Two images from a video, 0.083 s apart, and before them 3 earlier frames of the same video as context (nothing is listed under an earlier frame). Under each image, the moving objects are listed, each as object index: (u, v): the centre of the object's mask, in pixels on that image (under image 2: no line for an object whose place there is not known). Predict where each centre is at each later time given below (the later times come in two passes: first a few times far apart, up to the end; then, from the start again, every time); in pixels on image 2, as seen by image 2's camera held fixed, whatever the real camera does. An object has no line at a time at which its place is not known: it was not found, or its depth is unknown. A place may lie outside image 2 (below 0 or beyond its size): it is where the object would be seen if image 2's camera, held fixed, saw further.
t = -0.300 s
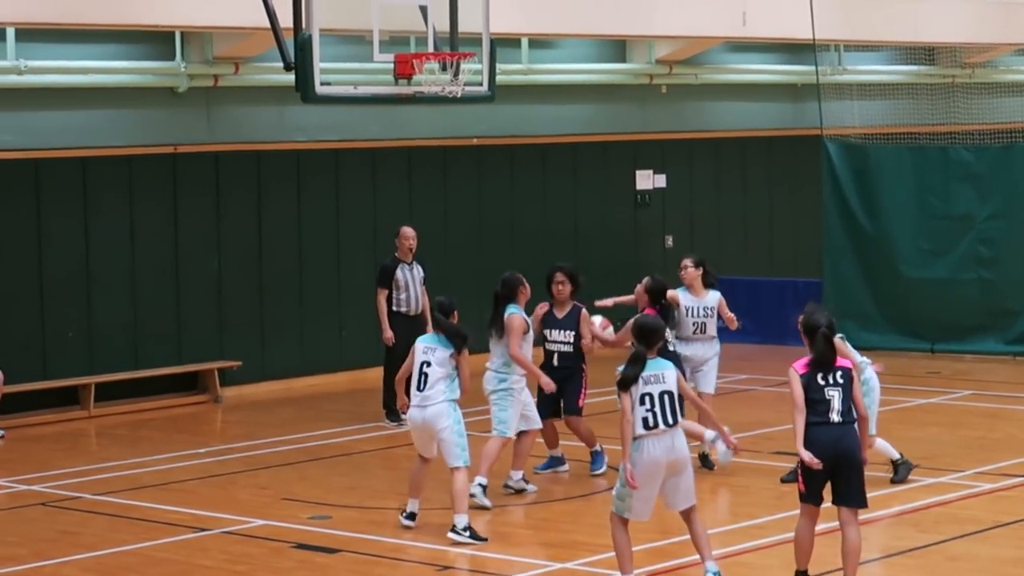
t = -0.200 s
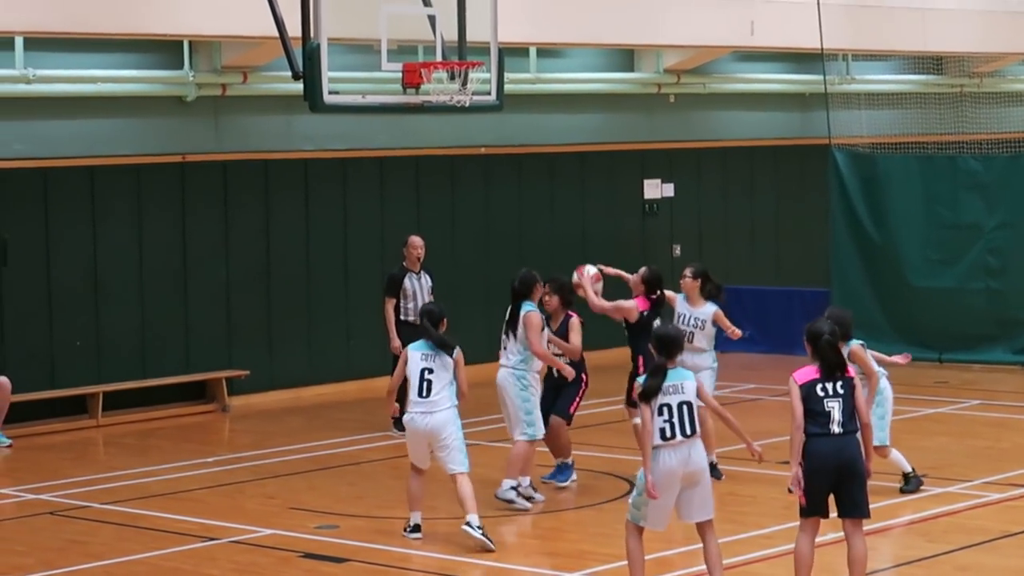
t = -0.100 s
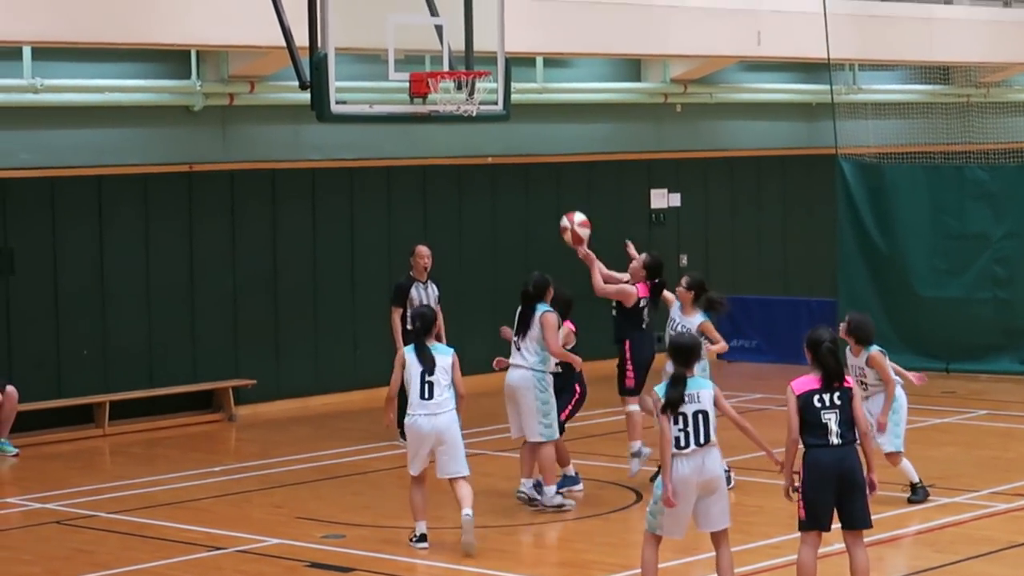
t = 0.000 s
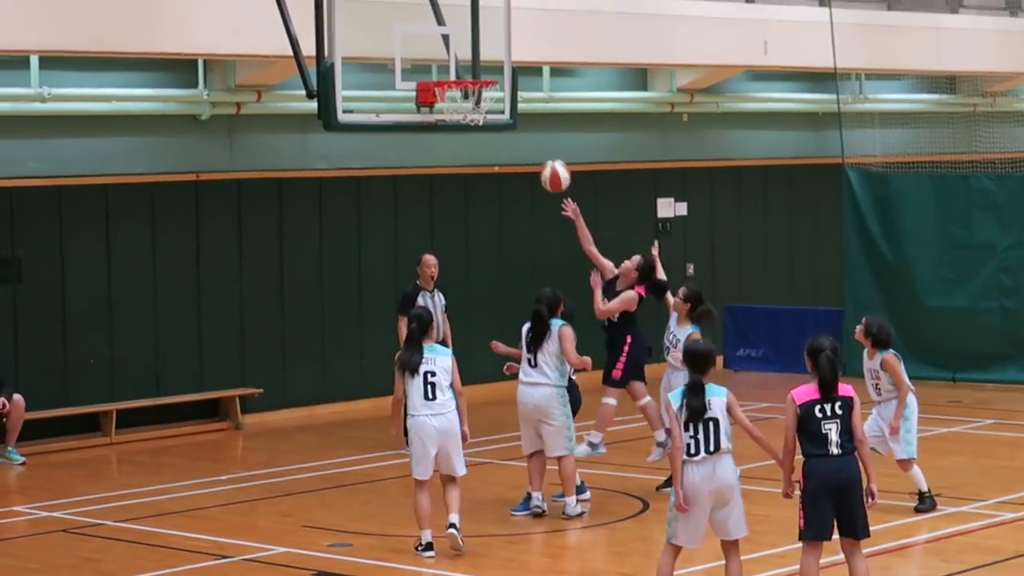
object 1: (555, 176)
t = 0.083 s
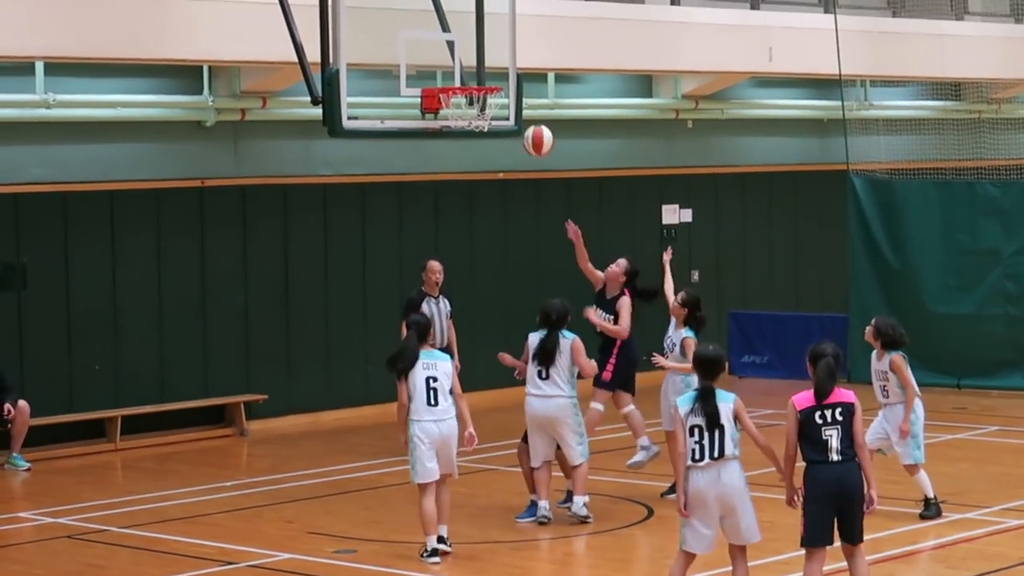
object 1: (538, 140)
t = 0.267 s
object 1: (491, 78)
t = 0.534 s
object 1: (445, 68)
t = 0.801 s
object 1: (461, 76)
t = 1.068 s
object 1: (475, 102)
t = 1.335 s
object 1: (442, 130)
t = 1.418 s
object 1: (435, 151)
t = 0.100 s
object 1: (534, 133)
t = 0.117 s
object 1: (529, 126)
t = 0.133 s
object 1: (525, 121)
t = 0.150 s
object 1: (521, 114)
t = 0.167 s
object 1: (517, 108)
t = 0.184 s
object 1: (513, 103)
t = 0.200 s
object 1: (511, 98)
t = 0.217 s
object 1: (507, 93)
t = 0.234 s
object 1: (502, 87)
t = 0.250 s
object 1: (496, 79)
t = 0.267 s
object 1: (491, 78)
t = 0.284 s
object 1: (486, 76)
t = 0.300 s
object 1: (482, 74)
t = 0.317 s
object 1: (477, 72)
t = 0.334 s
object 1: (472, 70)
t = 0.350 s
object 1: (469, 69)
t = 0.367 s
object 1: (465, 67)
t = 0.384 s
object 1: (460, 65)
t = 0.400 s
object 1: (456, 64)
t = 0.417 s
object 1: (452, 64)
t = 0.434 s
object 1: (450, 63)
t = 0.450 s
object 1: (449, 63)
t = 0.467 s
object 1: (447, 63)
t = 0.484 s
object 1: (447, 64)
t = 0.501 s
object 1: (446, 65)
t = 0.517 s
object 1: (445, 66)
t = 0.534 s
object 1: (445, 68)
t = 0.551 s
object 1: (444, 71)
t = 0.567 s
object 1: (443, 72)
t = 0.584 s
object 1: (443, 73)
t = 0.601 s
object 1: (444, 72)
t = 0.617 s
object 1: (444, 71)
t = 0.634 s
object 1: (445, 71)
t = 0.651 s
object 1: (446, 71)
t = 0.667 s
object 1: (447, 71)
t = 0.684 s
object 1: (449, 71)
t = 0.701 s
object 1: (449, 72)
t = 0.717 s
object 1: (450, 73)
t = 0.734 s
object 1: (450, 74)
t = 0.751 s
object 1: (452, 75)
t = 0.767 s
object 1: (455, 76)
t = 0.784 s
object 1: (458, 75)
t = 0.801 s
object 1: (461, 76)
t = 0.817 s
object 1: (464, 77)
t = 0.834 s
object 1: (466, 77)
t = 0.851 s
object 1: (469, 78)
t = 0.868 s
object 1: (472, 77)
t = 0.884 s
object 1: (475, 78)
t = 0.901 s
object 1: (477, 78)
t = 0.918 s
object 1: (479, 79)
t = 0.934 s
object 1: (481, 81)
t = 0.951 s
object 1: (482, 81)
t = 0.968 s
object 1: (482, 82)
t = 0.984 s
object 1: (483, 91)
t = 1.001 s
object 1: (482, 92)
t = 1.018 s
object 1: (482, 94)
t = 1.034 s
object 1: (479, 96)
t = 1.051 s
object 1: (476, 98)
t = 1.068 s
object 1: (475, 102)
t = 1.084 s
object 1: (473, 104)
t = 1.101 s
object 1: (470, 106)
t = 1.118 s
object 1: (467, 109)
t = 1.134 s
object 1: (465, 111)
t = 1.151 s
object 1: (463, 112)
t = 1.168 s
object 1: (460, 114)
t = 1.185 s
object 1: (457, 114)
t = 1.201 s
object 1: (455, 115)
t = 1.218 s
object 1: (452, 117)
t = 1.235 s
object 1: (451, 118)
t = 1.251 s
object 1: (450, 119)
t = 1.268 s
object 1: (447, 121)
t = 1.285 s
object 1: (445, 123)
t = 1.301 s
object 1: (444, 125)
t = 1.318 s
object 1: (443, 127)
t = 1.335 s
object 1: (442, 130)
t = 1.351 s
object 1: (441, 134)
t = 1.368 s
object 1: (439, 138)
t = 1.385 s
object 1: (437, 142)
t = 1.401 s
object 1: (437, 147)
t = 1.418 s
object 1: (435, 151)
